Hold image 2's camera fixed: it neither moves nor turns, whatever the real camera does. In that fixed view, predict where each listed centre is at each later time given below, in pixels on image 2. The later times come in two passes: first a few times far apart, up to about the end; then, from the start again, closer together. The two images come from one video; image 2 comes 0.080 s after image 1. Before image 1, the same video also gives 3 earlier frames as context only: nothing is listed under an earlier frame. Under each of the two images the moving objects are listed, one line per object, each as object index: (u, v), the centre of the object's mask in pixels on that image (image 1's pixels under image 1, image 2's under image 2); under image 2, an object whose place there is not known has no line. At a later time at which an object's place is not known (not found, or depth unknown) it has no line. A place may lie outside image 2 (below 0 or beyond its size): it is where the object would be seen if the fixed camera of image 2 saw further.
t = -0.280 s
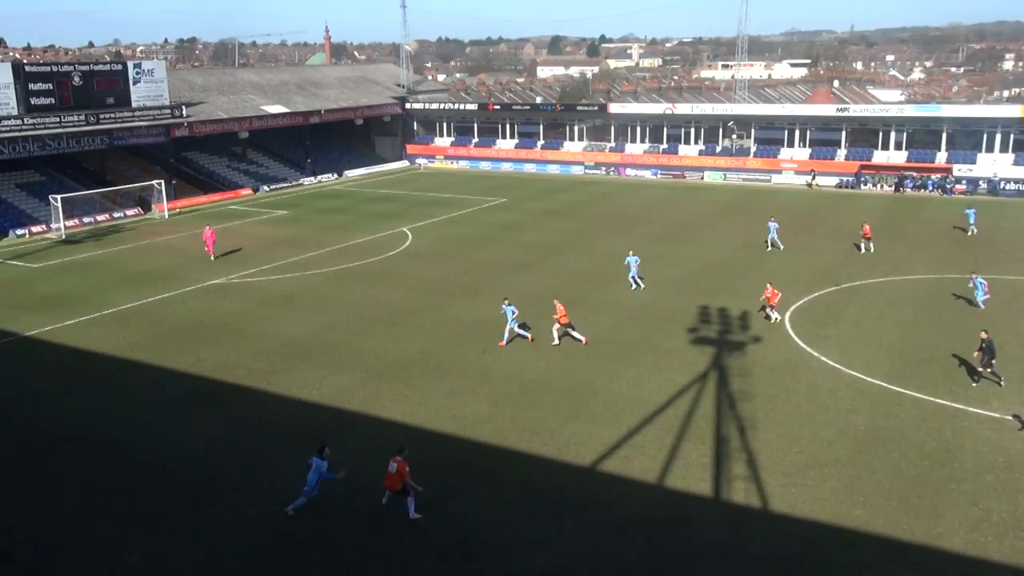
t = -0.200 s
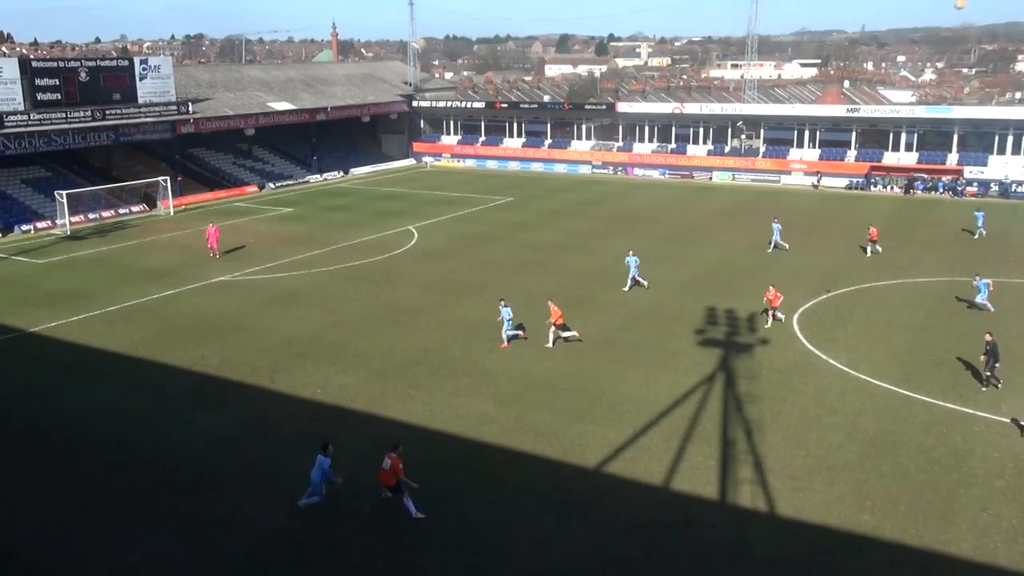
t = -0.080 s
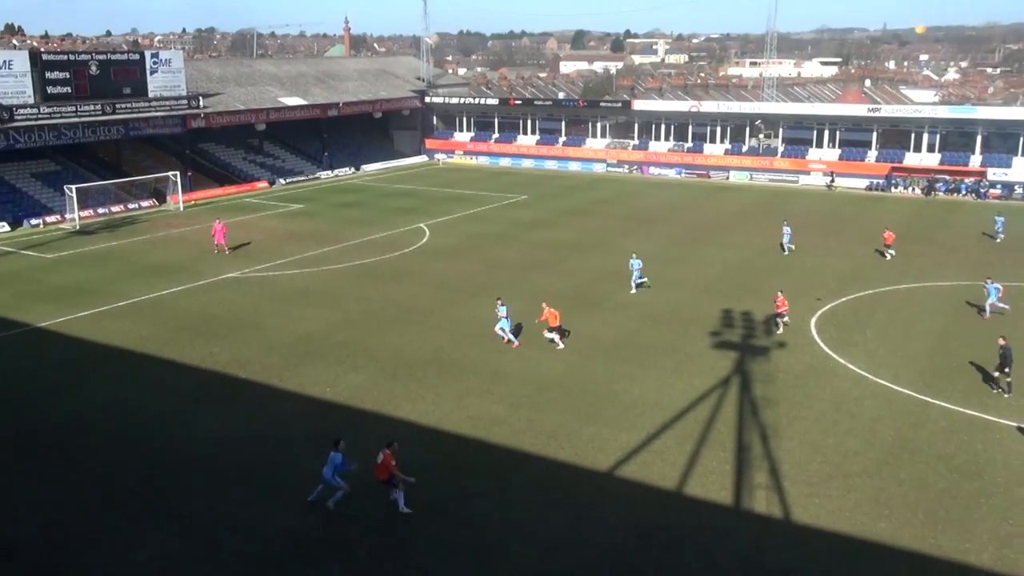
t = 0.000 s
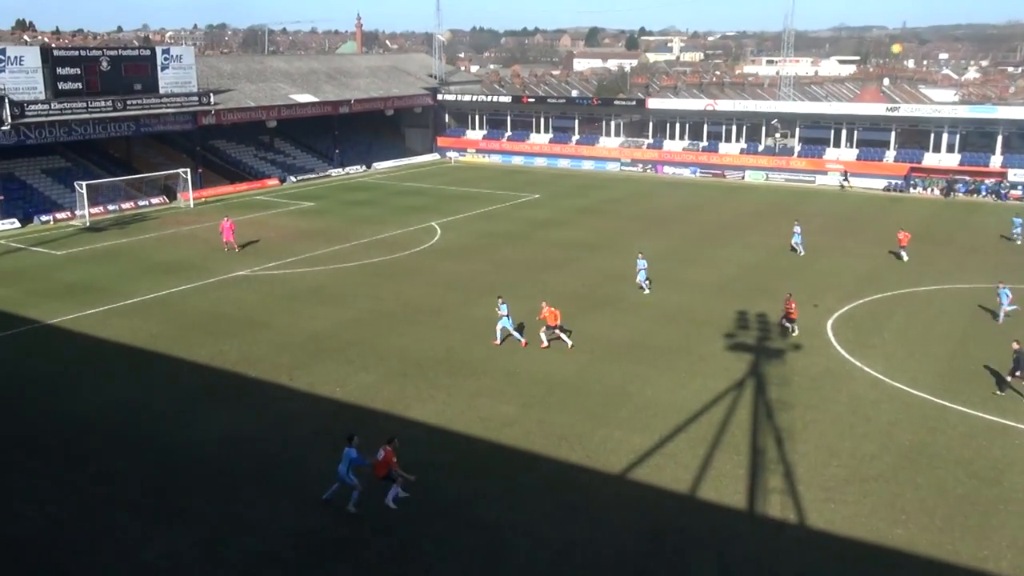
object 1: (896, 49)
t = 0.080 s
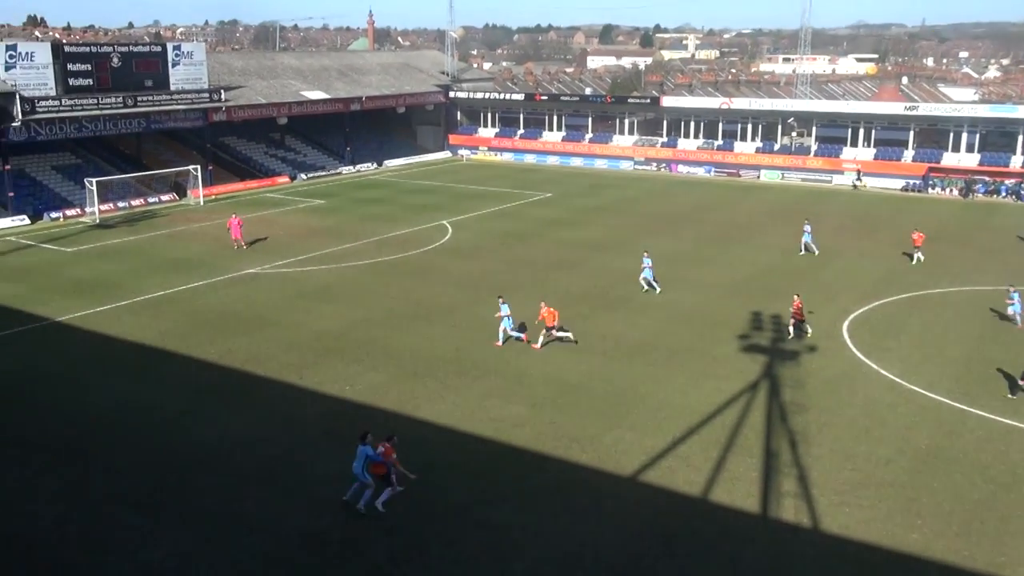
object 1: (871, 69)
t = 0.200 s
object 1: (808, 108)
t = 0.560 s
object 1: (626, 240)
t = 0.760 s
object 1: (532, 326)
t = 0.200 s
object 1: (808, 108)
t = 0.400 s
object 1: (703, 177)
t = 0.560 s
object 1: (626, 240)
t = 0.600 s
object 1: (607, 256)
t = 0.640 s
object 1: (587, 274)
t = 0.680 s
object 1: (569, 291)
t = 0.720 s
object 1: (550, 308)
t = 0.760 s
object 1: (532, 326)
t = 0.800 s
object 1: (514, 344)
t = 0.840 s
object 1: (497, 362)
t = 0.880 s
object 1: (479, 380)
